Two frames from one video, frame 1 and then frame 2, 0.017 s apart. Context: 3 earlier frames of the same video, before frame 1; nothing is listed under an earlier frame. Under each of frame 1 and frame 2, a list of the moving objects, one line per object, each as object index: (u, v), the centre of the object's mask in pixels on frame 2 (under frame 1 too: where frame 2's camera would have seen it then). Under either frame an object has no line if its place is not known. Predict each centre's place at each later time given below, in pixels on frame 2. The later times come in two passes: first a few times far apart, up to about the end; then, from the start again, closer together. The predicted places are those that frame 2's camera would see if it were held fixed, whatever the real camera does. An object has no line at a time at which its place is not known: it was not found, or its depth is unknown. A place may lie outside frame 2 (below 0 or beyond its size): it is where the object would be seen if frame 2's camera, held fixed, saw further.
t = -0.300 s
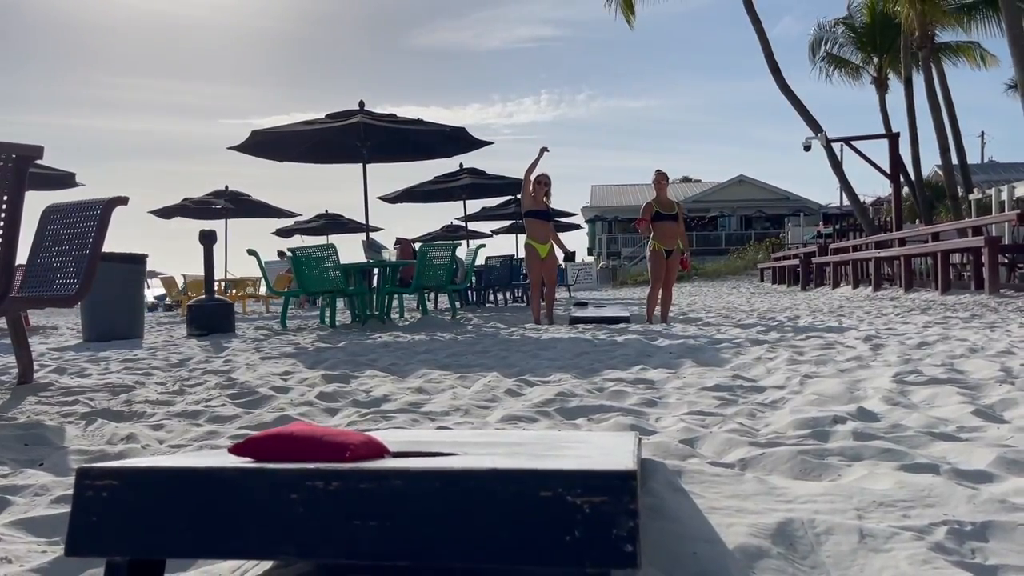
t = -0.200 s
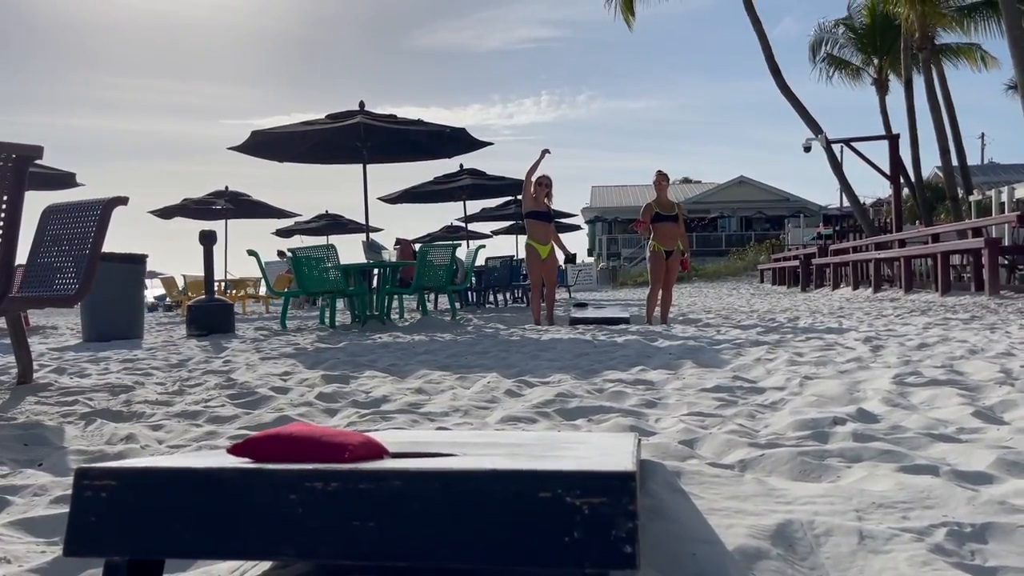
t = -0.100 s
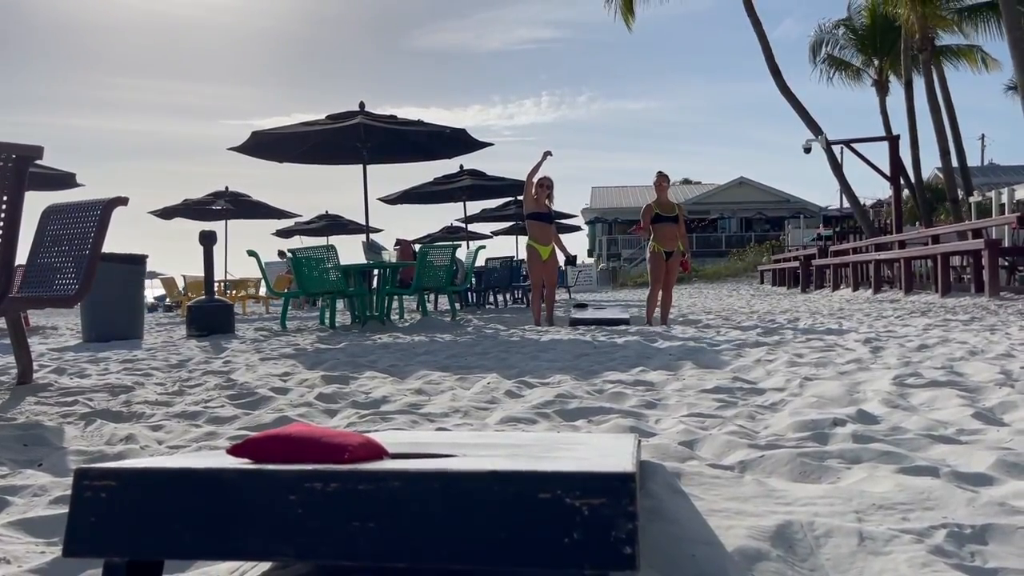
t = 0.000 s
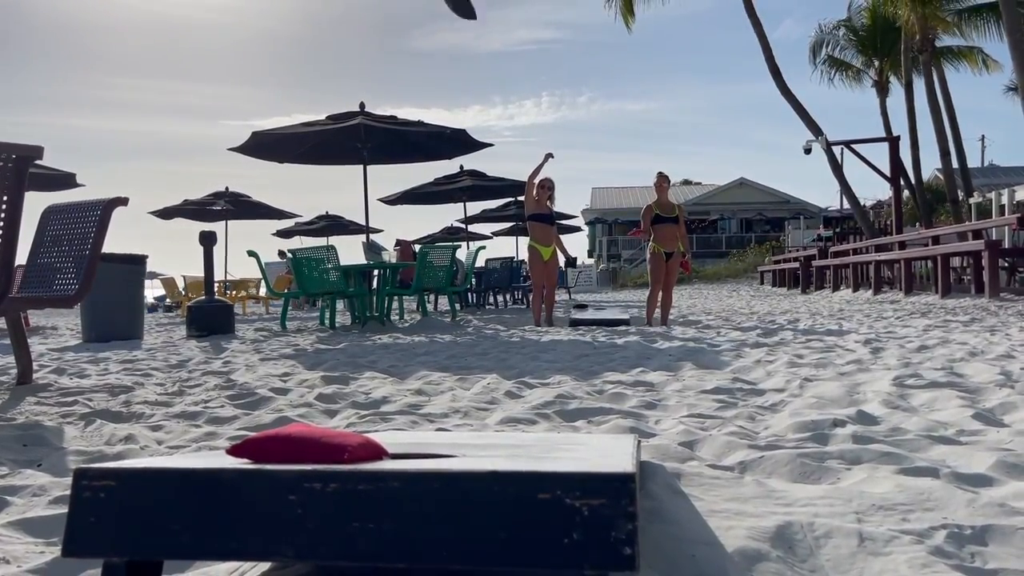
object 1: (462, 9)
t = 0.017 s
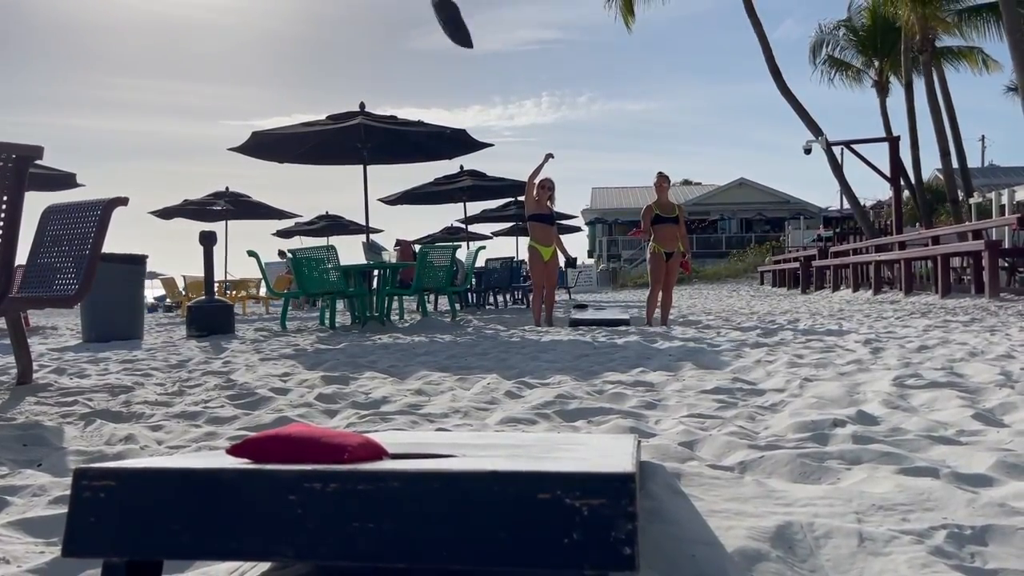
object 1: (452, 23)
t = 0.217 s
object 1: (380, 413)
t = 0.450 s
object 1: (255, 409)
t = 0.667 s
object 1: (221, 422)
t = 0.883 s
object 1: (210, 432)
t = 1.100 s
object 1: (209, 432)
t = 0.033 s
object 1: (447, 48)
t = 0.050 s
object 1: (444, 79)
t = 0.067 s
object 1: (440, 117)
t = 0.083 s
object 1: (436, 155)
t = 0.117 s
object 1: (426, 255)
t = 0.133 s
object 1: (421, 315)
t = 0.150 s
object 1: (416, 385)
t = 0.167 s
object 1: (404, 429)
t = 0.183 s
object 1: (396, 424)
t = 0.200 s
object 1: (390, 418)
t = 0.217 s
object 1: (380, 413)
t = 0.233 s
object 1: (370, 408)
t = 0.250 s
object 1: (362, 405)
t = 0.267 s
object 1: (354, 405)
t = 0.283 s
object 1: (346, 406)
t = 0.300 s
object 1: (337, 406)
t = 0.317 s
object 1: (330, 407)
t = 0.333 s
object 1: (322, 410)
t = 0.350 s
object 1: (313, 408)
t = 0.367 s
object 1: (301, 408)
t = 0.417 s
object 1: (270, 408)
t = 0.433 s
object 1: (262, 408)
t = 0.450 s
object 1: (255, 409)
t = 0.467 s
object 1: (248, 413)
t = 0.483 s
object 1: (245, 411)
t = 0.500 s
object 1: (241, 412)
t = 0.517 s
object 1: (237, 415)
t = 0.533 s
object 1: (234, 414)
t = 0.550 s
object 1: (232, 415)
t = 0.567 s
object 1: (230, 416)
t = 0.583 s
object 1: (228, 419)
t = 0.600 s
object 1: (226, 419)
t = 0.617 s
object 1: (224, 420)
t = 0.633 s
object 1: (223, 421)
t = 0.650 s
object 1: (222, 421)
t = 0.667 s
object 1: (221, 422)
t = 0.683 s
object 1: (219, 424)
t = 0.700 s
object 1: (217, 426)
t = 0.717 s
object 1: (217, 426)
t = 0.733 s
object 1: (215, 427)
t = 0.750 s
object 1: (214, 428)
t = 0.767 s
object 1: (213, 429)
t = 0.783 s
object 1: (212, 430)
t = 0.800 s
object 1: (211, 431)
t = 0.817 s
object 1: (211, 432)
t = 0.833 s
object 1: (210, 432)
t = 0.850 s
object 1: (210, 432)
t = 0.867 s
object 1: (210, 432)
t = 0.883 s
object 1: (210, 432)
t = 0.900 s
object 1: (210, 432)
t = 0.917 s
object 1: (210, 432)
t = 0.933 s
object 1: (210, 432)
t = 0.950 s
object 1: (210, 432)
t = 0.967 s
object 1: (210, 432)
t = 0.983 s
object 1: (210, 432)
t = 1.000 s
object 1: (210, 432)
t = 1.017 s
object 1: (210, 432)
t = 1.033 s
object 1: (210, 432)
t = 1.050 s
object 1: (210, 432)
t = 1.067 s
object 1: (210, 432)
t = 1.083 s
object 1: (210, 432)
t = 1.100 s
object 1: (209, 432)
